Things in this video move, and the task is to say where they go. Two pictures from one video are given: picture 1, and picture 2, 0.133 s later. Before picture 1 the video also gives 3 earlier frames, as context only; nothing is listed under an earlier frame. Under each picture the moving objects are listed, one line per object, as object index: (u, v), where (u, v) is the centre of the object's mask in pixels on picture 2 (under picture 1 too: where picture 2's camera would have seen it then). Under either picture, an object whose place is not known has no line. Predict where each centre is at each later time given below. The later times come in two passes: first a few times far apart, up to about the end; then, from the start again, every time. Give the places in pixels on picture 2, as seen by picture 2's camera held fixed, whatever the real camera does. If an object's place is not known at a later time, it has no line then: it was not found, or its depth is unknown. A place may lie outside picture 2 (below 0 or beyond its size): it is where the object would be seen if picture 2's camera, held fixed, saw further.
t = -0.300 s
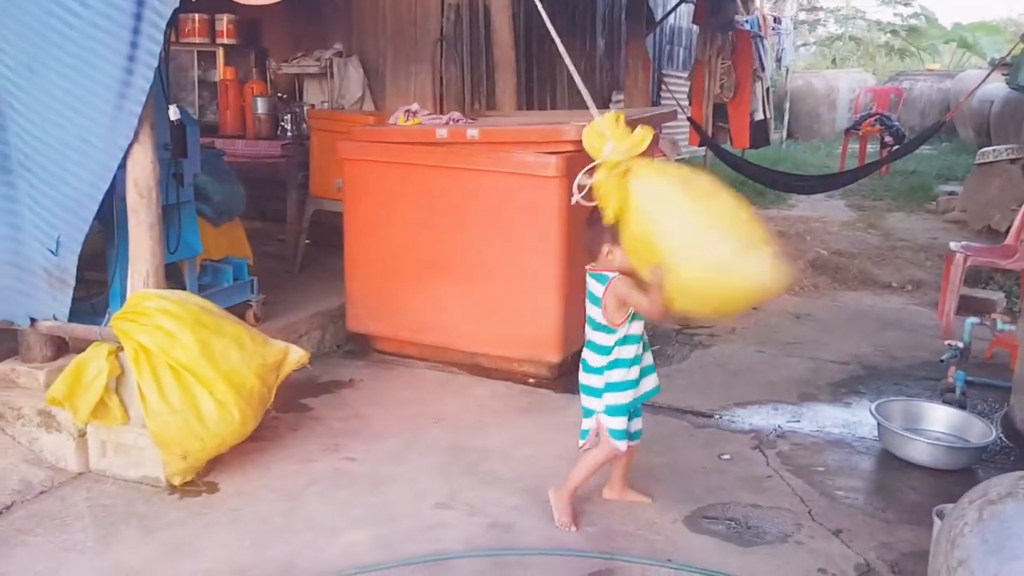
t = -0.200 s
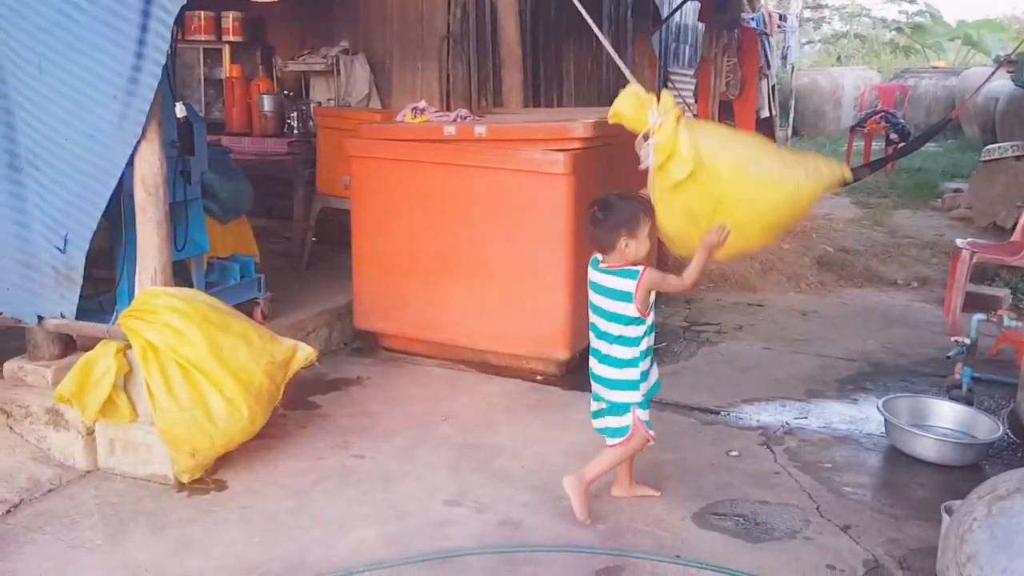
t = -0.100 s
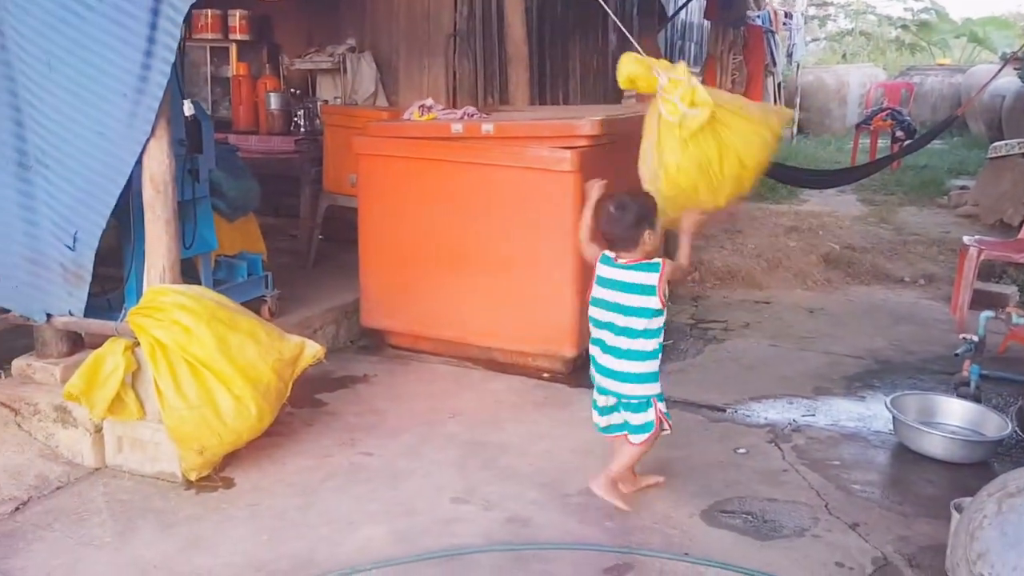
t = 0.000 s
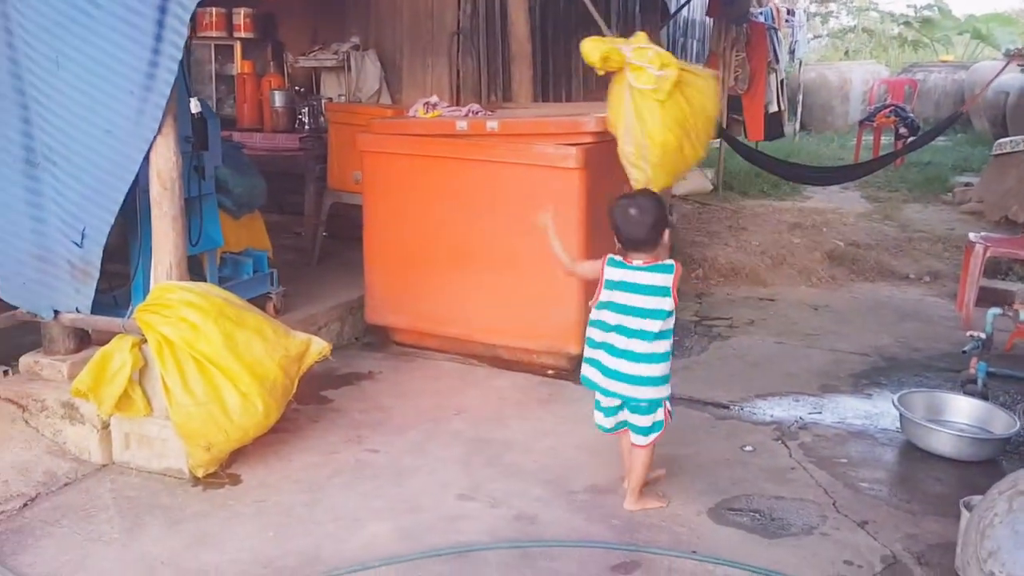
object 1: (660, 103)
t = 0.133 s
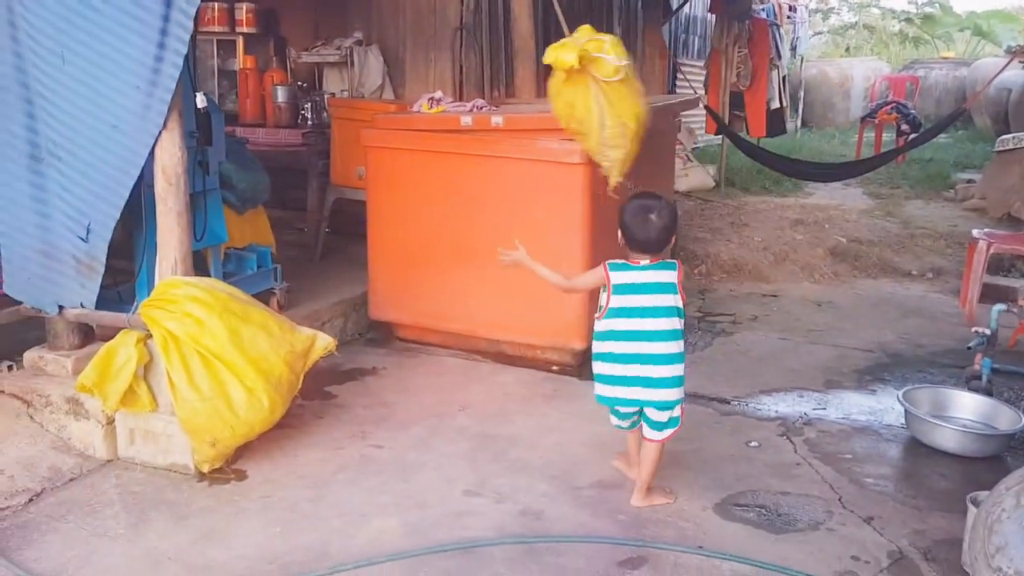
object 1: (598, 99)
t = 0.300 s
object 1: (512, 106)
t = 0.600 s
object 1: (347, 186)
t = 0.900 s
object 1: (318, 232)
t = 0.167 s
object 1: (582, 99)
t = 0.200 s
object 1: (567, 98)
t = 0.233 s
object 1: (548, 99)
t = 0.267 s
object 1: (531, 102)
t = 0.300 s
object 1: (512, 106)
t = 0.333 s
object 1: (494, 110)
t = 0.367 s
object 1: (474, 117)
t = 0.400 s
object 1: (454, 125)
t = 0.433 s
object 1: (433, 135)
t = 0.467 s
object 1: (413, 144)
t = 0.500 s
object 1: (394, 155)
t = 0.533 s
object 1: (377, 166)
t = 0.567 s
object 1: (361, 176)
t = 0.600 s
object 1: (347, 186)
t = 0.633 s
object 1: (335, 195)
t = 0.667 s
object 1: (326, 203)
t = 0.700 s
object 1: (317, 210)
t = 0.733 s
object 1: (310, 217)
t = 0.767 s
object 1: (306, 222)
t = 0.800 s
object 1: (302, 224)
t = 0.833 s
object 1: (305, 226)
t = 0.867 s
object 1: (310, 230)
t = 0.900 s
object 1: (318, 232)
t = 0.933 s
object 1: (326, 239)
